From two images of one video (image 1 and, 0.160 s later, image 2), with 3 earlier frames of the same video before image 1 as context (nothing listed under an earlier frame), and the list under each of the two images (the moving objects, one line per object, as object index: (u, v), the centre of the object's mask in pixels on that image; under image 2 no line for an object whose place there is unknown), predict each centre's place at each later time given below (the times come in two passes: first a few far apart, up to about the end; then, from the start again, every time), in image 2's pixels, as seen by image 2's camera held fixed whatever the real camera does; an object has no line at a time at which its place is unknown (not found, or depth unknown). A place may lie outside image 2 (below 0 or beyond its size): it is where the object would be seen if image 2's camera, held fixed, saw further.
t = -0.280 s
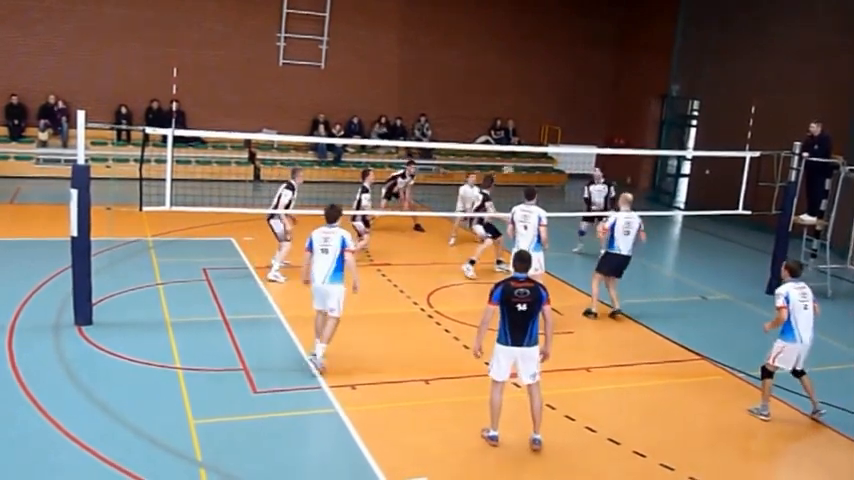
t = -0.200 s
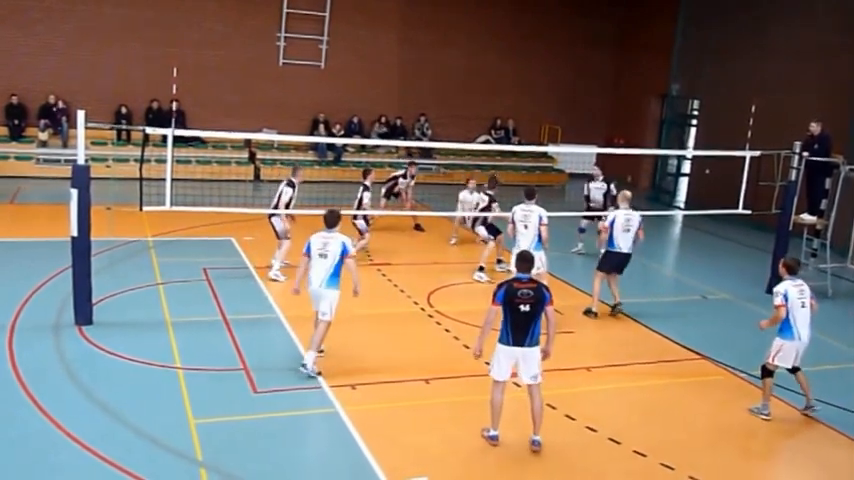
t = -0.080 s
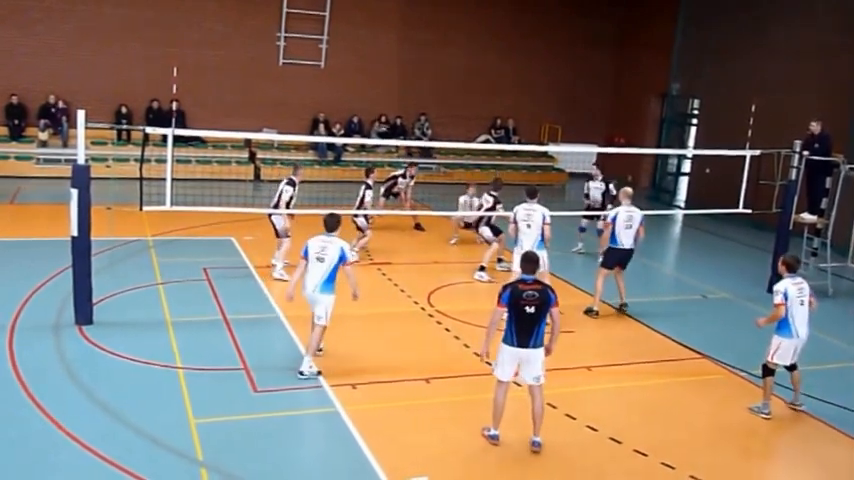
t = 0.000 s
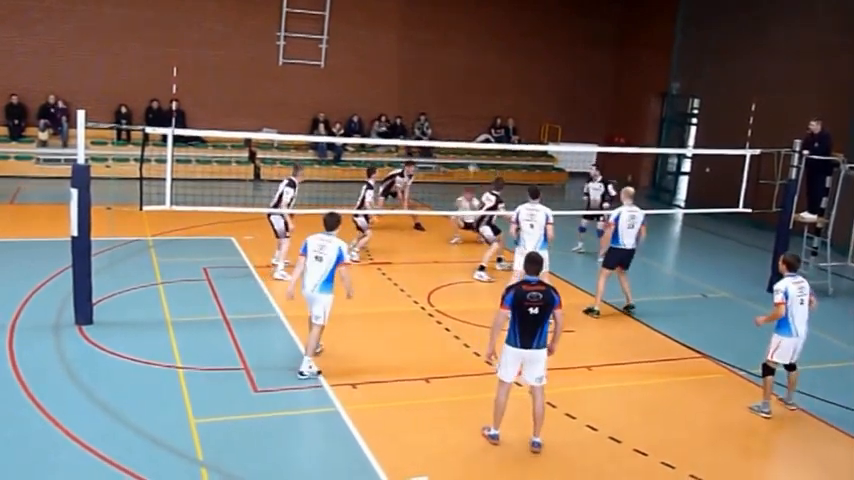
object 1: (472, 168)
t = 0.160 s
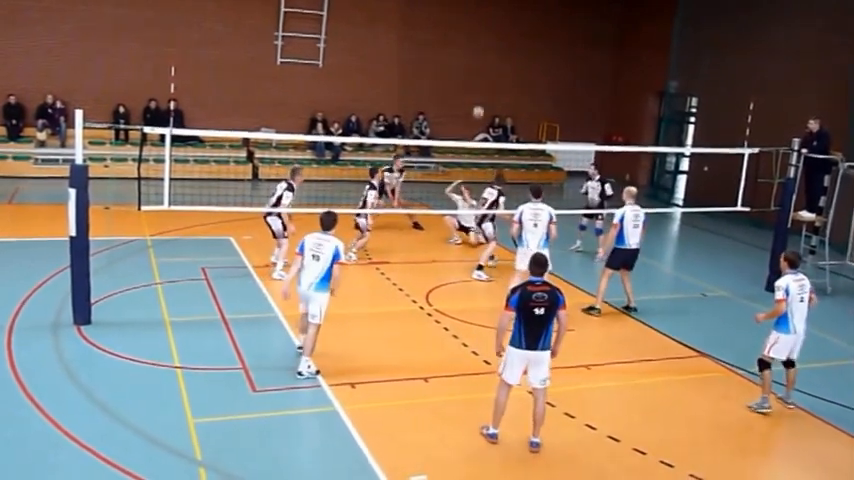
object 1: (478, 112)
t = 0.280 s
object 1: (482, 77)
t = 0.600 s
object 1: (495, 19)
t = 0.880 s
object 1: (501, 17)
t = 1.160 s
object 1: (503, 62)
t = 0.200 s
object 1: (479, 99)
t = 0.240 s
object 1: (481, 88)
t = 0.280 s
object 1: (482, 77)
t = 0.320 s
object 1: (483, 67)
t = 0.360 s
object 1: (485, 58)
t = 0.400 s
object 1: (487, 49)
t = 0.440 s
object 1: (488, 41)
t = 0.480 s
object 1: (490, 34)
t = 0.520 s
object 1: (492, 29)
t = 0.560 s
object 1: (493, 24)
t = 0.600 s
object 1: (495, 19)
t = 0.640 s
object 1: (496, 16)
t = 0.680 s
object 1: (497, 14)
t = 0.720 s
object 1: (498, 12)
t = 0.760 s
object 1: (499, 13)
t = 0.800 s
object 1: (499, 12)
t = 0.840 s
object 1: (500, 15)
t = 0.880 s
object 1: (501, 17)
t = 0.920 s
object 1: (502, 20)
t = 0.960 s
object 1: (503, 25)
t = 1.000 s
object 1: (503, 30)
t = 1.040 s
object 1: (503, 37)
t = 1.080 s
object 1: (503, 45)
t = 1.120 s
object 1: (503, 53)
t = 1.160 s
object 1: (503, 62)
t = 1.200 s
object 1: (502, 73)
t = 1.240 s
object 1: (502, 84)
